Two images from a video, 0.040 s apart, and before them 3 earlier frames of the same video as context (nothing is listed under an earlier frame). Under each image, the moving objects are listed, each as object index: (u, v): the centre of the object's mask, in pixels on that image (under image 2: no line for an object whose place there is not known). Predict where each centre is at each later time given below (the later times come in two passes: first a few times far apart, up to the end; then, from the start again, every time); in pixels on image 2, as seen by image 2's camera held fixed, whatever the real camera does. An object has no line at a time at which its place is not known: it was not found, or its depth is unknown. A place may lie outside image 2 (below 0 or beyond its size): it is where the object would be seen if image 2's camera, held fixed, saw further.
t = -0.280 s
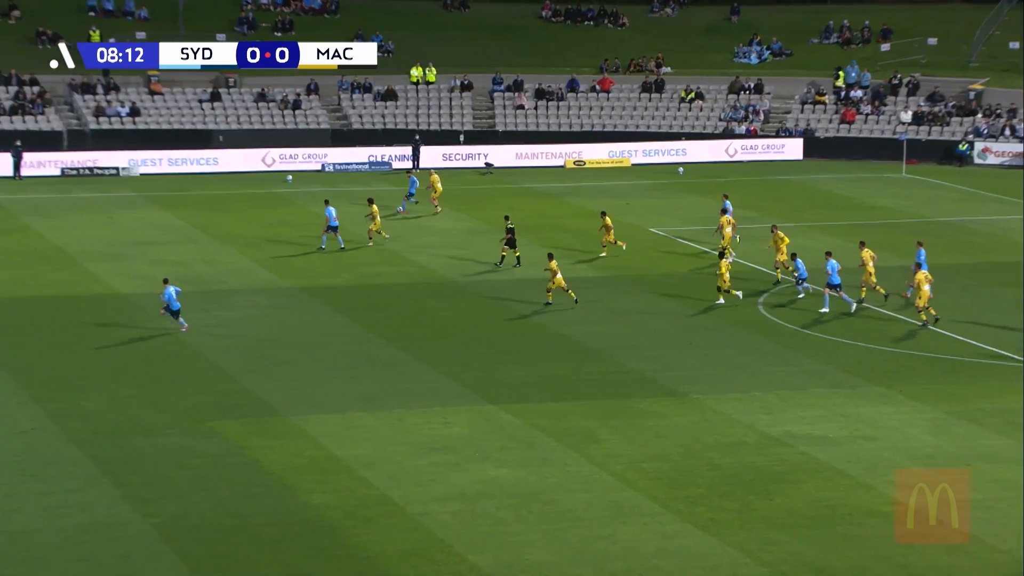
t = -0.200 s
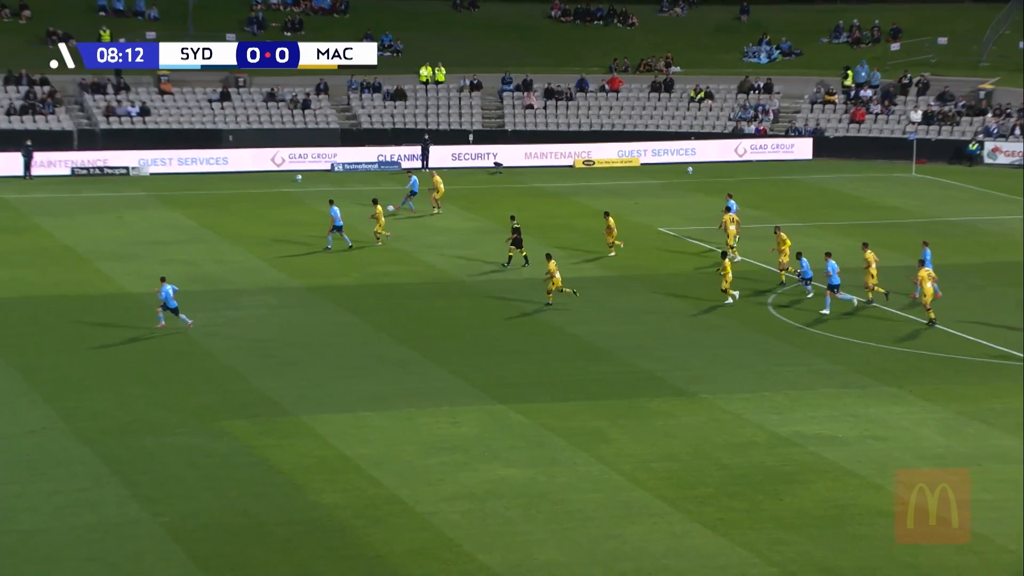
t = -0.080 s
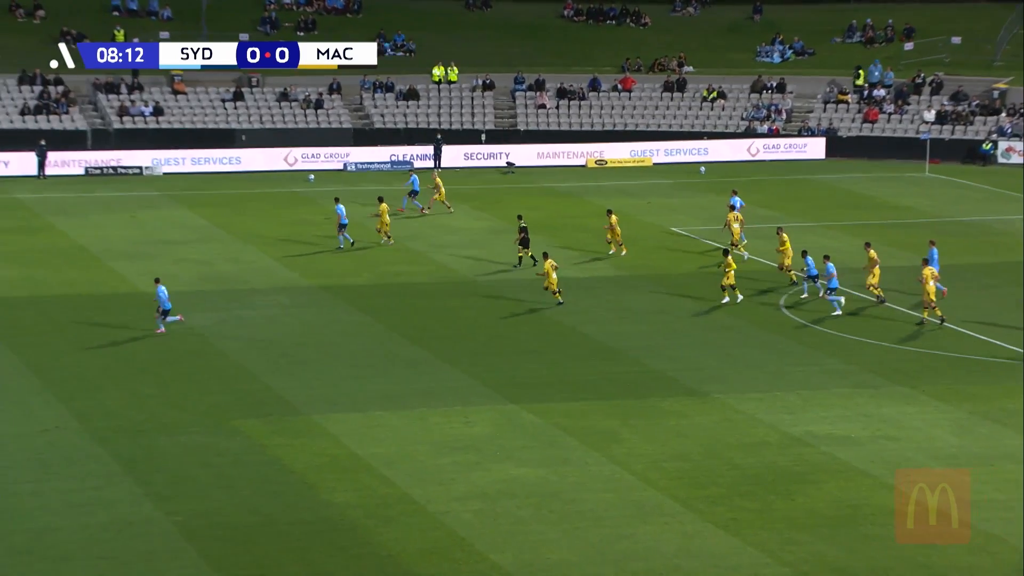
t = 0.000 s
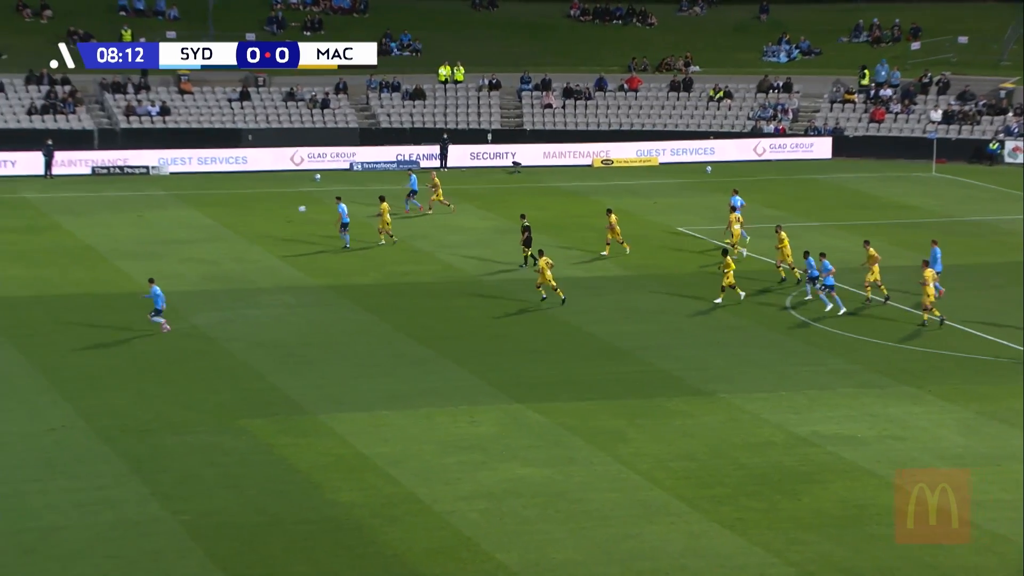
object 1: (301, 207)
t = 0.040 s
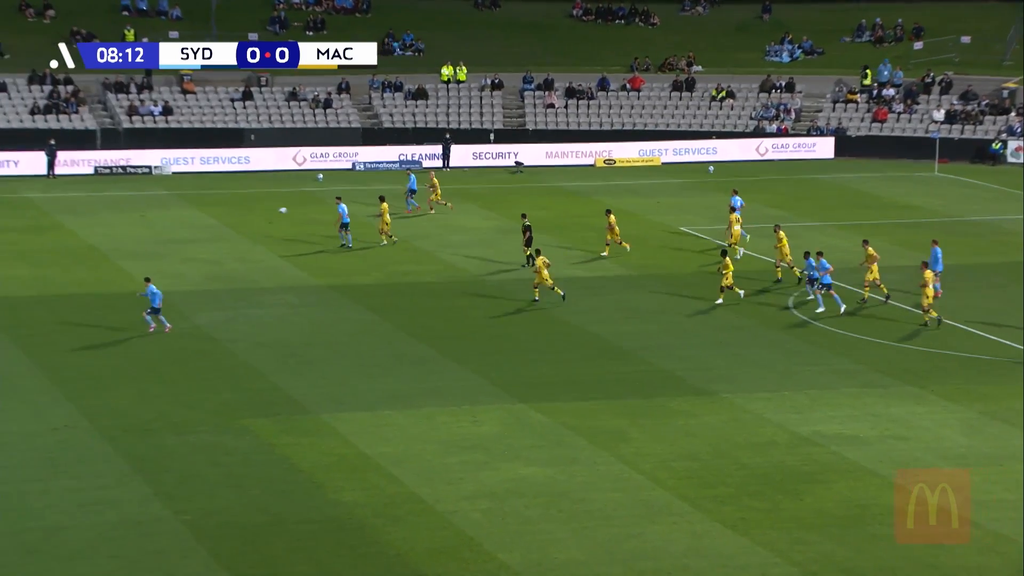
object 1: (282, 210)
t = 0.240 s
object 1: (179, 226)
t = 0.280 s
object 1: (161, 225)
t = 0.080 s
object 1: (260, 212)
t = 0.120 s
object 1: (240, 215)
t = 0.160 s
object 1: (219, 218)
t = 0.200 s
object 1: (199, 223)
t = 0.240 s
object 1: (179, 226)
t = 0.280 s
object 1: (161, 225)
